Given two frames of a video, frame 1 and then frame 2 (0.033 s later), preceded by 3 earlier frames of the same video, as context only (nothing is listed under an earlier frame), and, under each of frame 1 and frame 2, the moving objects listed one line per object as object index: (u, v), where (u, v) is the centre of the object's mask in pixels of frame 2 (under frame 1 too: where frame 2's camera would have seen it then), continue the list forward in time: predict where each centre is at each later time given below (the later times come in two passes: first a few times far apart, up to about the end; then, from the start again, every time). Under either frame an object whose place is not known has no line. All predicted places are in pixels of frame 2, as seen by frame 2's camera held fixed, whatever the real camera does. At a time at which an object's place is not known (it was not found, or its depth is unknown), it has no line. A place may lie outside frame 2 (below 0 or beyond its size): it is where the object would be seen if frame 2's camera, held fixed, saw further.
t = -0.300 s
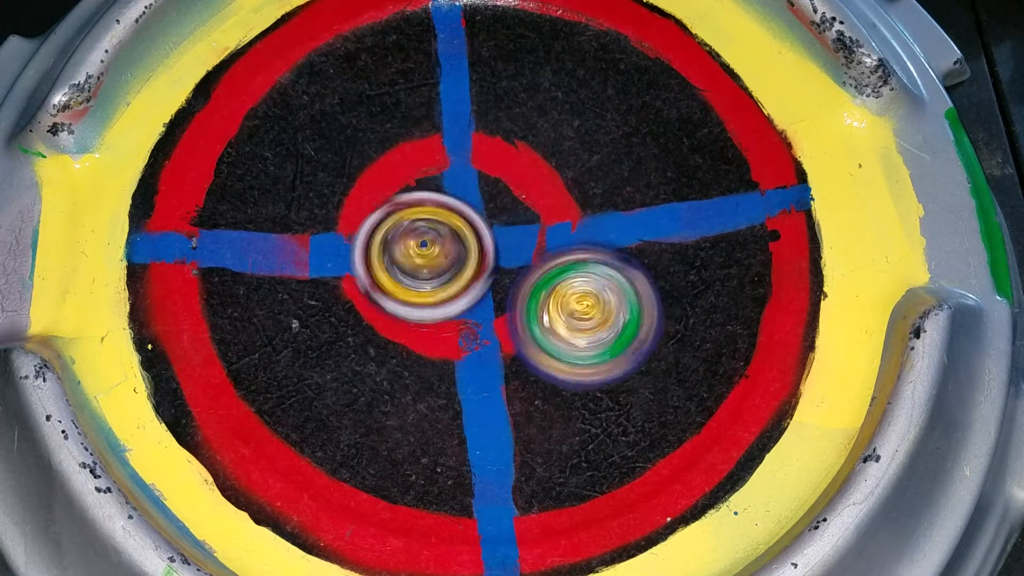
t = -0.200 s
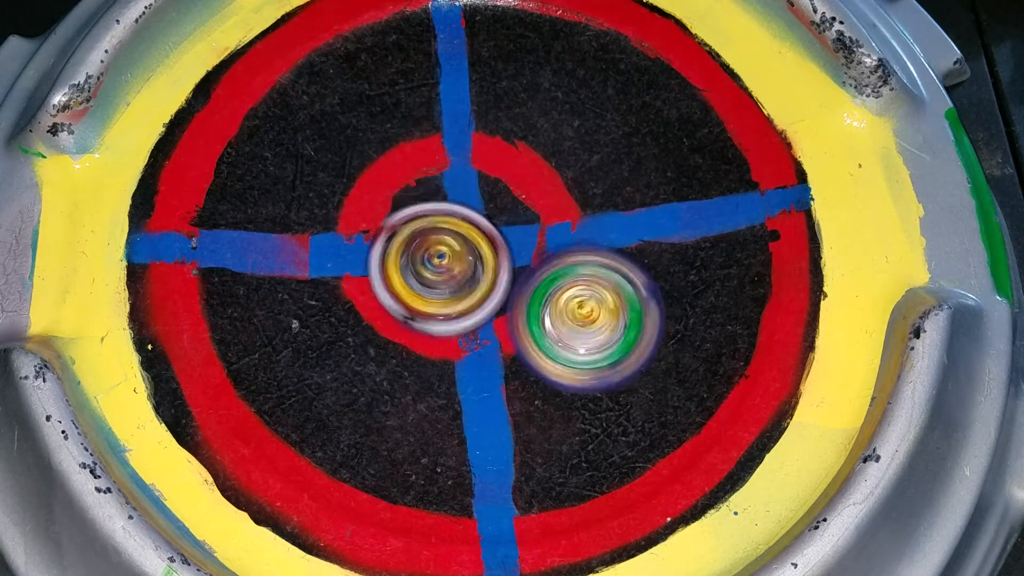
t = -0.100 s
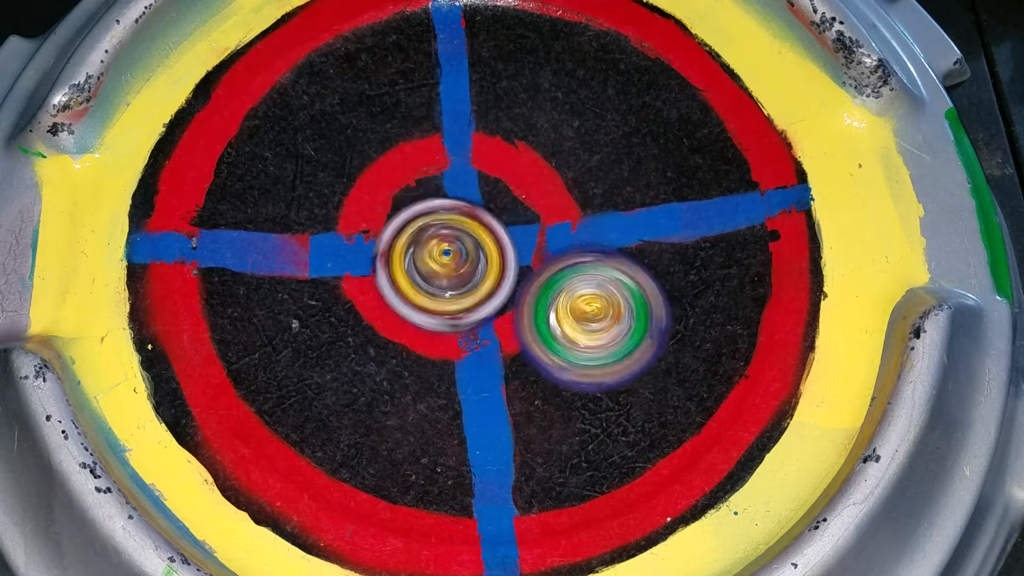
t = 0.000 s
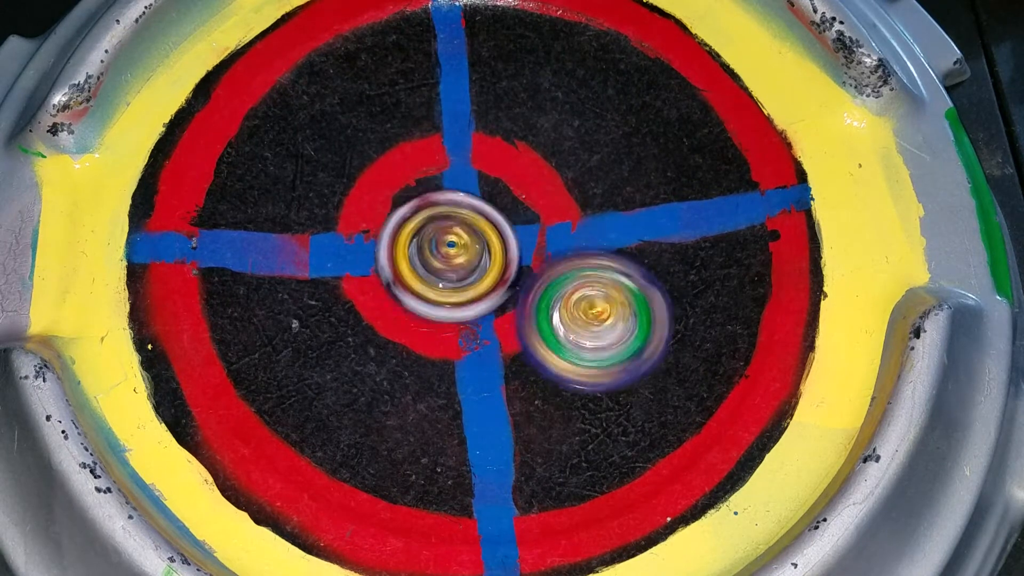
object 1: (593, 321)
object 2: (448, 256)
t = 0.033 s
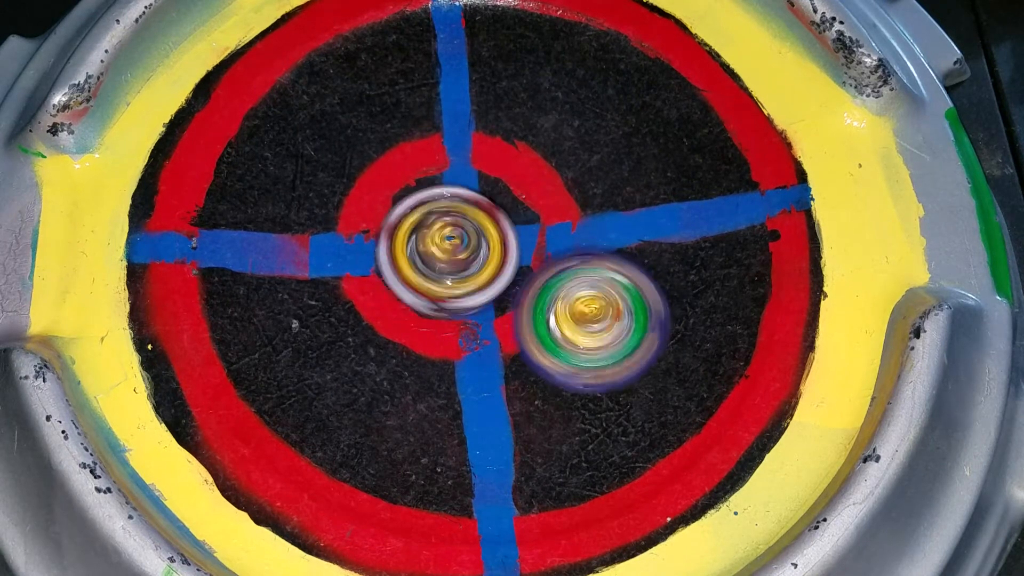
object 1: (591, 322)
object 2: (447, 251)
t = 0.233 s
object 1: (579, 328)
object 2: (448, 232)
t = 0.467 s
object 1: (566, 333)
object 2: (474, 223)
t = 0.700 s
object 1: (558, 367)
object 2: (444, 173)
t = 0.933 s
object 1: (542, 371)
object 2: (431, 177)
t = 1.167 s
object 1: (521, 369)
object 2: (450, 224)
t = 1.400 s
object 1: (481, 366)
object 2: (454, 232)
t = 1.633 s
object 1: (471, 359)
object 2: (452, 215)
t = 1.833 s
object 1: (470, 377)
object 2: (470, 207)
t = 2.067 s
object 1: (450, 347)
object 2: (484, 200)
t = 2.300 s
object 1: (423, 335)
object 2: (482, 191)
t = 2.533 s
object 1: (419, 340)
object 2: (487, 197)
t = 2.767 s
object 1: (418, 343)
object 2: (493, 219)
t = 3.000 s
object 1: (407, 330)
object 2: (507, 219)
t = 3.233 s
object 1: (387, 306)
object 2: (508, 220)
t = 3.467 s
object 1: (375, 314)
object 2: (510, 221)
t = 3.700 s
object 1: (359, 309)
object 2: (488, 235)
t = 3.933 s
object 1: (326, 290)
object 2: (508, 229)
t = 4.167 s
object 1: (346, 261)
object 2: (501, 236)
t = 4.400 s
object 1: (355, 251)
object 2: (510, 228)
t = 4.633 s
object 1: (354, 244)
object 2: (515, 235)
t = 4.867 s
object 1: (374, 246)
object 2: (524, 232)
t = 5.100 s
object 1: (372, 239)
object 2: (529, 234)
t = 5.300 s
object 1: (382, 234)
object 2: (537, 233)
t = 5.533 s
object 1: (380, 249)
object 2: (540, 246)
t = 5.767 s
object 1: (395, 236)
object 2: (543, 248)
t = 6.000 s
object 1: (388, 233)
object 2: (556, 245)
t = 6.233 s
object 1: (399, 235)
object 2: (532, 242)
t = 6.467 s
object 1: (389, 241)
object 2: (556, 269)
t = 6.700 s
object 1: (393, 239)
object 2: (533, 264)
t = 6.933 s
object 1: (393, 239)
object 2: (533, 264)
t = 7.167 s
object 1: (393, 239)
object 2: (534, 264)
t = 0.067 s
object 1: (588, 322)
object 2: (449, 246)
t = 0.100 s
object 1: (586, 325)
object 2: (448, 242)
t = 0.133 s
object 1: (585, 324)
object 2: (449, 240)
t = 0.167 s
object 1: (582, 326)
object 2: (446, 238)
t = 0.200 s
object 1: (582, 326)
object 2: (448, 234)
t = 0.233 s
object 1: (579, 328)
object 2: (448, 232)
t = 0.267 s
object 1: (578, 328)
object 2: (454, 230)
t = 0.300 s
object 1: (576, 330)
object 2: (455, 230)
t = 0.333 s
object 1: (575, 329)
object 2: (459, 229)
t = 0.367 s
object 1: (573, 331)
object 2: (464, 227)
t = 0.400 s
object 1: (573, 331)
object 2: (468, 225)
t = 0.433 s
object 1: (571, 331)
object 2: (472, 226)
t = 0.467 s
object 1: (566, 333)
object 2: (474, 223)
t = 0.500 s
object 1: (572, 346)
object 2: (469, 210)
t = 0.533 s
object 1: (572, 357)
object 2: (462, 199)
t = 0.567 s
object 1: (568, 363)
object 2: (461, 193)
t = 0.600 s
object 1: (564, 367)
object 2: (457, 188)
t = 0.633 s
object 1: (563, 370)
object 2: (453, 185)
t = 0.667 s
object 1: (562, 368)
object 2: (447, 178)
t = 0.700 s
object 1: (558, 367)
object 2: (444, 173)
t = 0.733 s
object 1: (555, 367)
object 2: (440, 170)
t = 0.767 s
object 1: (551, 367)
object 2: (437, 170)
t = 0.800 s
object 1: (550, 368)
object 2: (434, 168)
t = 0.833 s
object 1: (548, 368)
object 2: (435, 169)
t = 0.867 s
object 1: (545, 368)
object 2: (434, 169)
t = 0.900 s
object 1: (543, 370)
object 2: (435, 173)
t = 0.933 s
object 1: (542, 371)
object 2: (431, 177)
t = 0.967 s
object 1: (540, 371)
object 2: (433, 183)
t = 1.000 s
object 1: (539, 371)
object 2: (435, 187)
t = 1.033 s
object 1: (537, 371)
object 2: (440, 192)
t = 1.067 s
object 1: (534, 373)
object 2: (443, 201)
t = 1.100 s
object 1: (533, 372)
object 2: (447, 211)
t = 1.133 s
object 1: (528, 372)
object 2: (447, 217)
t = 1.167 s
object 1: (521, 369)
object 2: (450, 224)
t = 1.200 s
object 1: (511, 364)
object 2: (451, 232)
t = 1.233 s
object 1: (505, 364)
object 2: (451, 235)
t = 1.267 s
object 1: (497, 367)
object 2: (453, 229)
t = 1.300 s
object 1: (493, 367)
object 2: (455, 229)
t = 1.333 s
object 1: (485, 365)
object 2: (455, 232)
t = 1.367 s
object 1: (483, 365)
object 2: (456, 231)
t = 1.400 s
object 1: (481, 366)
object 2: (454, 232)
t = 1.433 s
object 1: (483, 366)
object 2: (454, 230)
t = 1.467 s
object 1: (481, 366)
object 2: (452, 228)
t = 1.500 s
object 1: (481, 367)
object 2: (454, 223)
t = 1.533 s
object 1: (481, 364)
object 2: (452, 222)
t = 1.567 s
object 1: (478, 361)
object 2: (449, 219)
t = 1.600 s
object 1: (474, 360)
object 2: (450, 217)
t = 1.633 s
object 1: (471, 359)
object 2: (452, 215)
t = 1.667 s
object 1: (468, 358)
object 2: (453, 216)
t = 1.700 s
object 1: (464, 358)
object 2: (456, 220)
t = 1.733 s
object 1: (466, 369)
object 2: (459, 217)
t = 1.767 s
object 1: (467, 378)
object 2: (464, 213)
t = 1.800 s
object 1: (470, 381)
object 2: (466, 211)
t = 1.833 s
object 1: (470, 377)
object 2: (470, 207)
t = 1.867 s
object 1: (465, 374)
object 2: (475, 203)
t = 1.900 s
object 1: (463, 371)
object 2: (481, 203)
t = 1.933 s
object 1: (458, 370)
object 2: (483, 202)
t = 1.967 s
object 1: (456, 368)
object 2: (483, 199)
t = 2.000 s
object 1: (455, 363)
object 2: (484, 196)
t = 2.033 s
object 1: (452, 356)
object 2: (486, 197)
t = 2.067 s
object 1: (450, 347)
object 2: (484, 200)
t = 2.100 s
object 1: (446, 337)
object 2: (481, 203)
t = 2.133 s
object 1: (441, 333)
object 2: (478, 203)
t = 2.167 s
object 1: (435, 333)
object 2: (482, 198)
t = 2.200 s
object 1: (429, 335)
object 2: (485, 193)
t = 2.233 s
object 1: (425, 335)
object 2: (484, 190)
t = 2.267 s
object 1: (423, 335)
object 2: (482, 188)
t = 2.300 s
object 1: (423, 335)
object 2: (482, 191)
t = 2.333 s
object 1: (422, 333)
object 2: (480, 193)
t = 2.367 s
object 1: (420, 331)
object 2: (478, 198)
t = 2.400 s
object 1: (419, 332)
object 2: (476, 202)
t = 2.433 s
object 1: (418, 335)
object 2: (481, 203)
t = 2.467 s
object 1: (418, 340)
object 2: (486, 202)
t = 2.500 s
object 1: (419, 341)
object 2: (485, 199)
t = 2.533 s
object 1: (419, 340)
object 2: (487, 197)
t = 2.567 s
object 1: (418, 336)
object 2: (489, 200)
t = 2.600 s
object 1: (417, 333)
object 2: (487, 205)
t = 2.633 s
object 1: (415, 333)
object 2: (484, 208)
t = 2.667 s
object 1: (414, 334)
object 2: (487, 211)
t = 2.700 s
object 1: (415, 336)
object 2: (486, 217)
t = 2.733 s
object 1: (414, 341)
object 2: (489, 216)
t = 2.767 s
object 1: (418, 343)
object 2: (493, 219)
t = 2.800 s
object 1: (419, 340)
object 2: (495, 221)
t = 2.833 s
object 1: (416, 340)
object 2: (503, 219)
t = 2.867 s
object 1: (413, 339)
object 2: (504, 218)
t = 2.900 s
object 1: (410, 340)
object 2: (505, 215)
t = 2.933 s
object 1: (410, 338)
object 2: (507, 215)
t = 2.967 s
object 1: (409, 335)
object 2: (508, 216)
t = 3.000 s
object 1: (407, 330)
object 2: (507, 219)
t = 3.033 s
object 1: (409, 323)
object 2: (505, 222)
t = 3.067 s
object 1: (404, 320)
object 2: (508, 221)
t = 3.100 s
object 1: (401, 315)
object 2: (511, 219)
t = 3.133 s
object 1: (399, 314)
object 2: (512, 219)
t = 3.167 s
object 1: (399, 310)
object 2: (510, 221)
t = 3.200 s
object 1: (393, 310)
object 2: (510, 221)
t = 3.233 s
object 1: (387, 306)
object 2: (508, 220)
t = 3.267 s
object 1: (385, 307)
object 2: (508, 221)
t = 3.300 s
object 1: (386, 309)
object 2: (504, 222)
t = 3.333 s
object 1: (381, 312)
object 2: (509, 222)
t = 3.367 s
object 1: (373, 313)
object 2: (509, 222)
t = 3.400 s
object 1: (373, 314)
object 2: (510, 220)
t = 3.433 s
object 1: (374, 315)
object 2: (511, 221)
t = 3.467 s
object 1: (375, 314)
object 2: (510, 221)
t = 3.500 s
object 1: (370, 314)
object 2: (508, 224)
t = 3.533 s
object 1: (367, 314)
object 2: (503, 225)
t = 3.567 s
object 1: (367, 314)
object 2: (502, 226)
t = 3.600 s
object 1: (365, 312)
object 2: (500, 230)
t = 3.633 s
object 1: (359, 314)
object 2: (493, 234)
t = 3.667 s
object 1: (358, 313)
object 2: (489, 234)
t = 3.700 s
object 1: (359, 309)
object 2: (488, 235)
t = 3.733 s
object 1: (358, 306)
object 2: (490, 235)
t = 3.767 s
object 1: (352, 307)
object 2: (496, 235)
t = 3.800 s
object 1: (340, 307)
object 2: (508, 233)
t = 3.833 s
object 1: (332, 300)
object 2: (513, 232)
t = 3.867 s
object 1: (328, 295)
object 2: (513, 234)
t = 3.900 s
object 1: (326, 291)
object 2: (510, 234)
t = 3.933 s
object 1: (326, 290)
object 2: (508, 229)
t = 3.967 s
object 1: (330, 288)
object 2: (509, 226)
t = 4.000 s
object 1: (335, 285)
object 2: (512, 228)
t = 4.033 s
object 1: (339, 279)
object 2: (512, 232)
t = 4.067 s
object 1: (340, 274)
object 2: (508, 236)
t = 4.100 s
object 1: (339, 268)
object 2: (503, 238)
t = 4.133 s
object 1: (341, 263)
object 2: (500, 238)
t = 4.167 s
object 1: (346, 261)
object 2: (501, 236)
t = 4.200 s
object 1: (354, 259)
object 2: (504, 235)
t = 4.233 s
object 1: (351, 260)
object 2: (514, 237)
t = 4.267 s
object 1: (351, 259)
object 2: (518, 238)
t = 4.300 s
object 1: (355, 257)
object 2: (516, 239)
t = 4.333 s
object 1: (357, 254)
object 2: (511, 235)
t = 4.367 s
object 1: (357, 252)
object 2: (508, 230)
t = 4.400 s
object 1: (355, 251)
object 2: (510, 228)
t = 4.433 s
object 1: (354, 249)
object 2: (510, 228)
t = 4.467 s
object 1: (354, 247)
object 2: (504, 229)
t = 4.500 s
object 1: (352, 248)
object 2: (503, 227)
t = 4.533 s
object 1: (354, 245)
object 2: (504, 225)
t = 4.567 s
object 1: (355, 241)
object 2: (511, 227)
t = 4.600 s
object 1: (352, 241)
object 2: (517, 232)
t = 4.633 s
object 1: (354, 244)
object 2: (515, 235)
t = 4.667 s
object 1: (359, 247)
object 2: (513, 231)
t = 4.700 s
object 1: (367, 245)
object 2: (519, 225)
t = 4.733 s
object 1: (372, 243)
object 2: (523, 226)
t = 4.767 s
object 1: (374, 245)
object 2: (524, 230)
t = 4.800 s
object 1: (370, 247)
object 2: (525, 232)
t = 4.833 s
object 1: (372, 248)
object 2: (525, 233)
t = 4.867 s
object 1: (374, 246)
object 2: (524, 232)
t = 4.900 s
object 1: (370, 244)
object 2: (532, 236)
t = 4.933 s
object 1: (368, 246)
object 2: (532, 238)
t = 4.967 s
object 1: (369, 248)
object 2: (527, 239)
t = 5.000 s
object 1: (373, 248)
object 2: (523, 236)
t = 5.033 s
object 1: (378, 246)
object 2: (520, 234)
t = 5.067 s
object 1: (372, 241)
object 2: (527, 233)
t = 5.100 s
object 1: (372, 239)
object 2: (529, 234)
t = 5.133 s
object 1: (380, 235)
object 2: (528, 236)
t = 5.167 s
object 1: (378, 231)
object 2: (538, 239)
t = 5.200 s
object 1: (373, 232)
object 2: (539, 245)
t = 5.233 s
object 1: (371, 233)
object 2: (535, 245)
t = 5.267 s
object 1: (373, 233)
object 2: (533, 237)
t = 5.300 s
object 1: (382, 234)
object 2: (537, 233)
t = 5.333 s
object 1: (389, 233)
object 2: (538, 229)
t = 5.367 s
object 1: (392, 232)
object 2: (544, 228)
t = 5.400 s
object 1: (392, 235)
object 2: (542, 230)
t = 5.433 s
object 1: (391, 236)
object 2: (543, 236)
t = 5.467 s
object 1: (389, 241)
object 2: (542, 243)
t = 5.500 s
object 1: (381, 248)
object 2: (541, 247)
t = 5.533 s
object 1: (380, 249)
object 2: (540, 246)
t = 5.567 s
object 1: (386, 243)
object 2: (541, 244)
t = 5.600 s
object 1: (392, 238)
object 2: (545, 240)
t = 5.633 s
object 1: (394, 237)
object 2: (550, 245)
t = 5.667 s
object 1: (395, 236)
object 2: (551, 247)
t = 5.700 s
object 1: (396, 236)
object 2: (548, 250)
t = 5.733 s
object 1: (399, 236)
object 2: (544, 250)
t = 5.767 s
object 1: (395, 236)
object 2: (543, 248)
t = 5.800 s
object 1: (395, 235)
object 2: (545, 250)
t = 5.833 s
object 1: (396, 238)
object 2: (543, 248)
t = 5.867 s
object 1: (394, 240)
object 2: (548, 247)
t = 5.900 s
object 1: (393, 241)
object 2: (548, 246)
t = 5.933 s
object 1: (392, 237)
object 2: (553, 246)
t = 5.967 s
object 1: (390, 235)
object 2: (552, 244)
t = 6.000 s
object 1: (388, 233)
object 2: (556, 245)
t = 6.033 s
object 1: (389, 231)
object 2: (556, 245)
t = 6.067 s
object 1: (391, 230)
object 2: (556, 245)
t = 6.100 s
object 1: (393, 231)
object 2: (549, 243)
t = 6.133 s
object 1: (396, 231)
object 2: (545, 243)
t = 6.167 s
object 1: (392, 231)
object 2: (541, 243)
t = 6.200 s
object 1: (393, 233)
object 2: (534, 243)
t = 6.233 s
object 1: (399, 235)
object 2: (532, 242)
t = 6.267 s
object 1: (396, 238)
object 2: (540, 244)
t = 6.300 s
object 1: (391, 239)
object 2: (552, 246)
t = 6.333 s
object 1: (388, 241)
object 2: (557, 248)
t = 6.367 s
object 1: (387, 243)
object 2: (563, 253)
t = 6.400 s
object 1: (385, 244)
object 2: (567, 262)
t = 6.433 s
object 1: (387, 243)
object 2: (565, 268)
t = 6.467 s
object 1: (389, 241)
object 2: (556, 269)
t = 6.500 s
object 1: (393, 239)
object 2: (546, 268)
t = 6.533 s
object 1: (394, 237)
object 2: (539, 266)
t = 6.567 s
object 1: (394, 237)
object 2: (535, 263)
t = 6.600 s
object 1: (395, 239)
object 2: (532, 263)
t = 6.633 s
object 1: (394, 240)
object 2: (533, 265)
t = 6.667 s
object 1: (393, 239)
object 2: (533, 265)
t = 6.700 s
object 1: (393, 239)
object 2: (533, 264)
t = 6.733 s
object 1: (393, 238)
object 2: (533, 264)
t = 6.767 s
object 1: (393, 239)
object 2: (533, 264)
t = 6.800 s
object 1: (393, 239)
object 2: (534, 264)
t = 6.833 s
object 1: (393, 239)
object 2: (533, 264)
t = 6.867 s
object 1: (393, 239)
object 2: (533, 264)
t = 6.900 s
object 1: (393, 239)
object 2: (533, 264)
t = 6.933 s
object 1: (393, 239)
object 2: (533, 264)
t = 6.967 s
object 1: (393, 239)
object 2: (533, 264)
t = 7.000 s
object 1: (393, 239)
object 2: (533, 264)
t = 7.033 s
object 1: (393, 239)
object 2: (533, 264)
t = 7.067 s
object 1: (393, 239)
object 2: (533, 264)
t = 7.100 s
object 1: (393, 239)
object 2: (533, 264)
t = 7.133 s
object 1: (393, 239)
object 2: (533, 264)
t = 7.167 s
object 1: (393, 239)
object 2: (534, 264)
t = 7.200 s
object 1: (393, 239)
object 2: (533, 264)
